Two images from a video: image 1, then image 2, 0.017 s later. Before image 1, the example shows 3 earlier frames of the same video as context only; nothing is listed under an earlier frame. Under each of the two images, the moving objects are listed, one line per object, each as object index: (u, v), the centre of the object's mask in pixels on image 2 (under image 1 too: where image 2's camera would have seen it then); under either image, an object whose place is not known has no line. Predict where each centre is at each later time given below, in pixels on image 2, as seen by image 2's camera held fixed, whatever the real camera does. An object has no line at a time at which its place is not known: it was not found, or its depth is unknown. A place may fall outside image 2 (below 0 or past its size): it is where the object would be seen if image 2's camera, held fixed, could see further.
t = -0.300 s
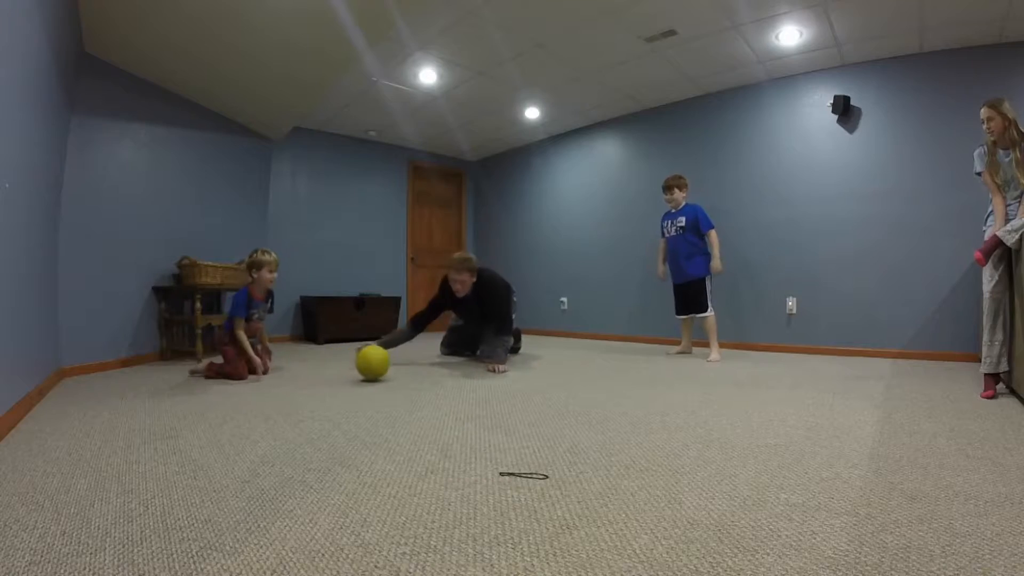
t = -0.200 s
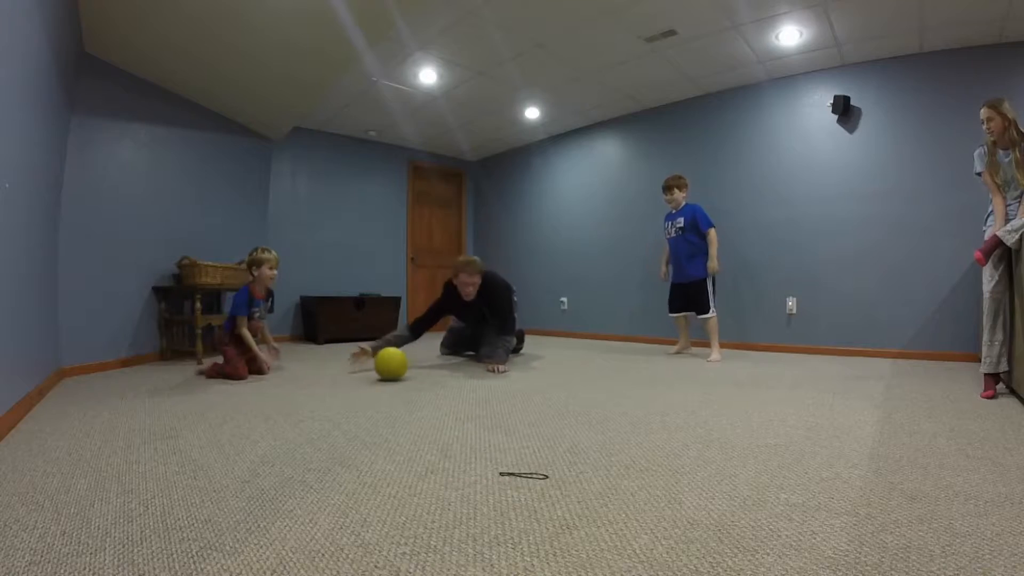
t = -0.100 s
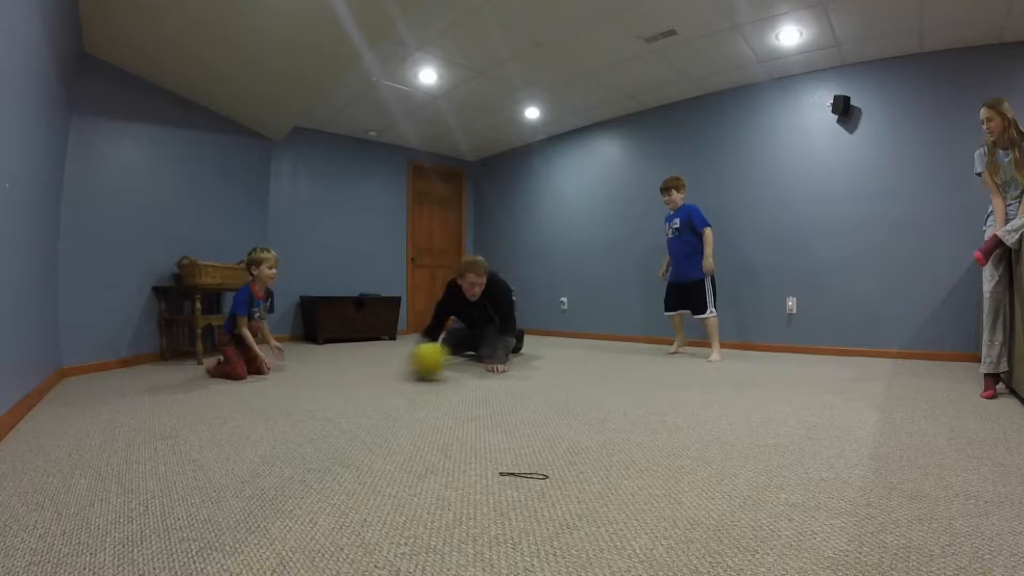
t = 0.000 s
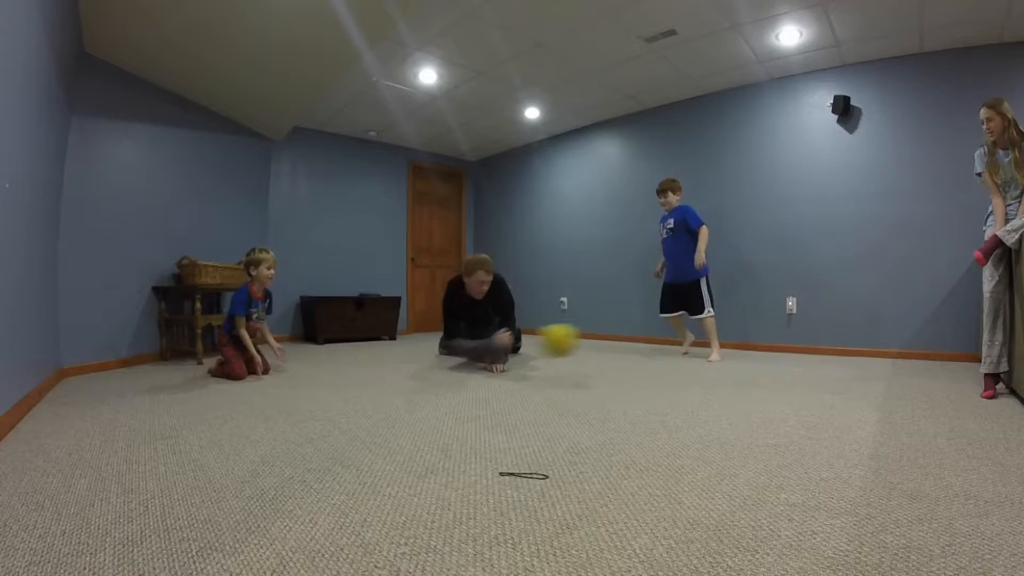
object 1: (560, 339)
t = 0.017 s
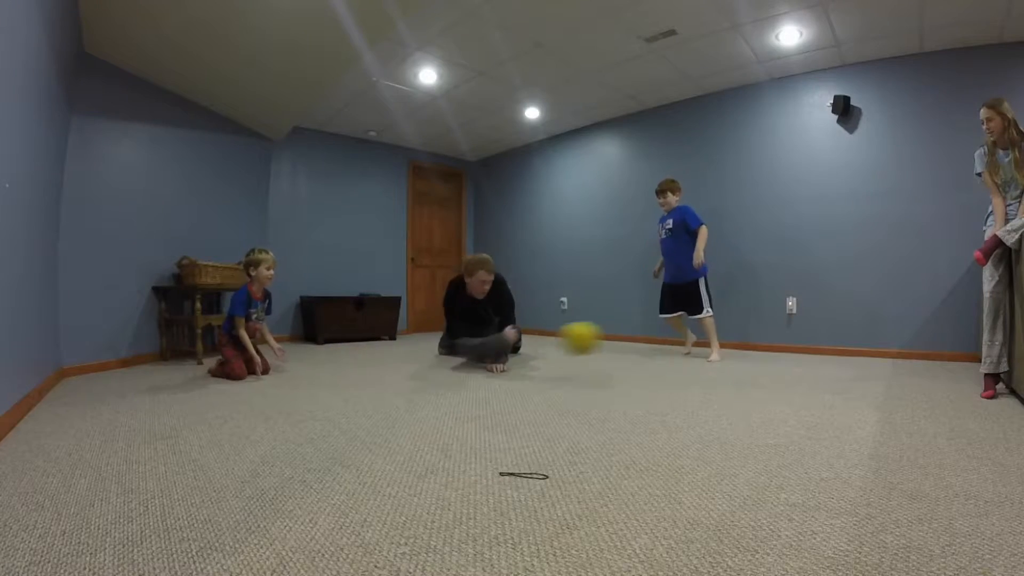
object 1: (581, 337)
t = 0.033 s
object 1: (602, 336)
